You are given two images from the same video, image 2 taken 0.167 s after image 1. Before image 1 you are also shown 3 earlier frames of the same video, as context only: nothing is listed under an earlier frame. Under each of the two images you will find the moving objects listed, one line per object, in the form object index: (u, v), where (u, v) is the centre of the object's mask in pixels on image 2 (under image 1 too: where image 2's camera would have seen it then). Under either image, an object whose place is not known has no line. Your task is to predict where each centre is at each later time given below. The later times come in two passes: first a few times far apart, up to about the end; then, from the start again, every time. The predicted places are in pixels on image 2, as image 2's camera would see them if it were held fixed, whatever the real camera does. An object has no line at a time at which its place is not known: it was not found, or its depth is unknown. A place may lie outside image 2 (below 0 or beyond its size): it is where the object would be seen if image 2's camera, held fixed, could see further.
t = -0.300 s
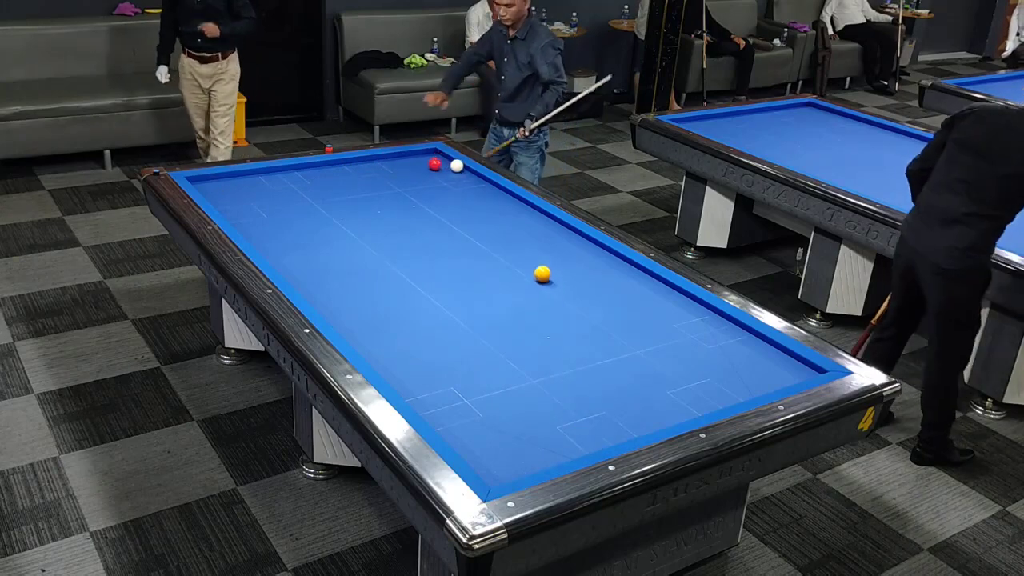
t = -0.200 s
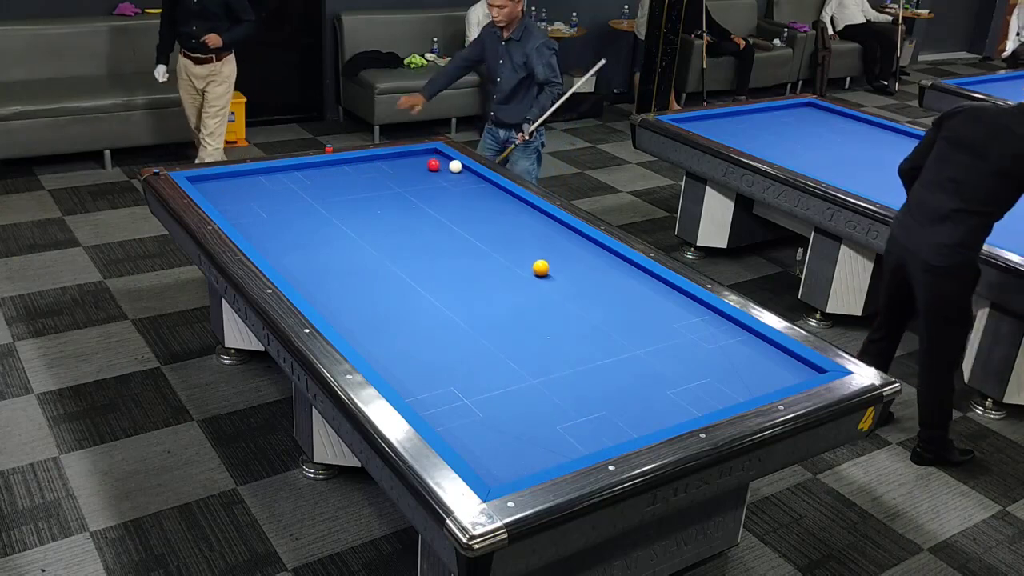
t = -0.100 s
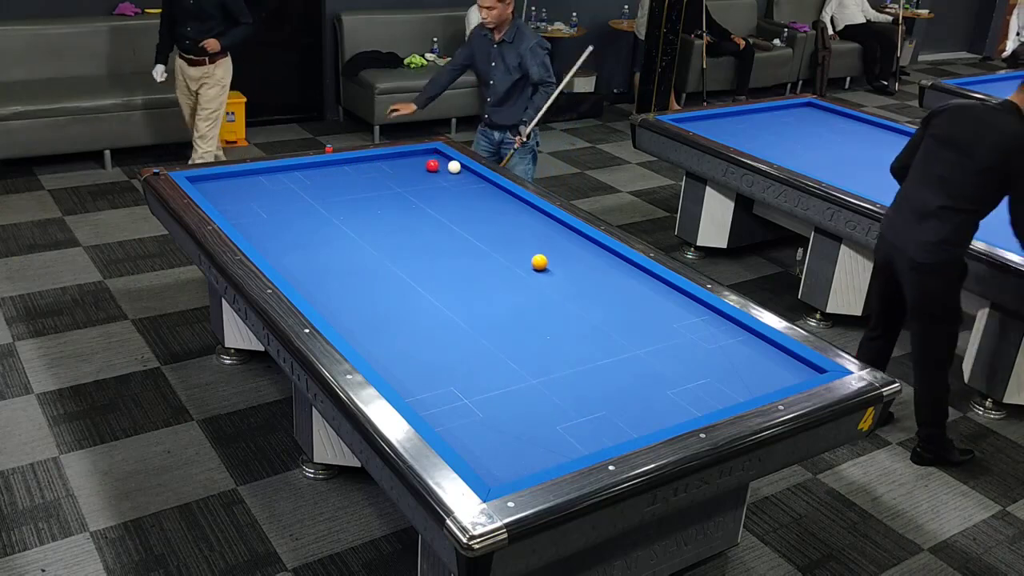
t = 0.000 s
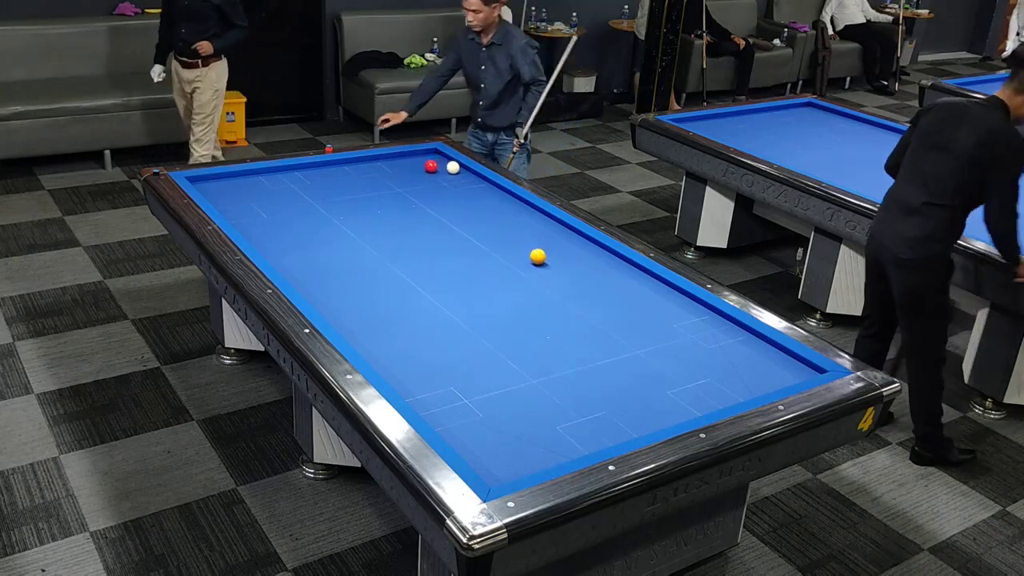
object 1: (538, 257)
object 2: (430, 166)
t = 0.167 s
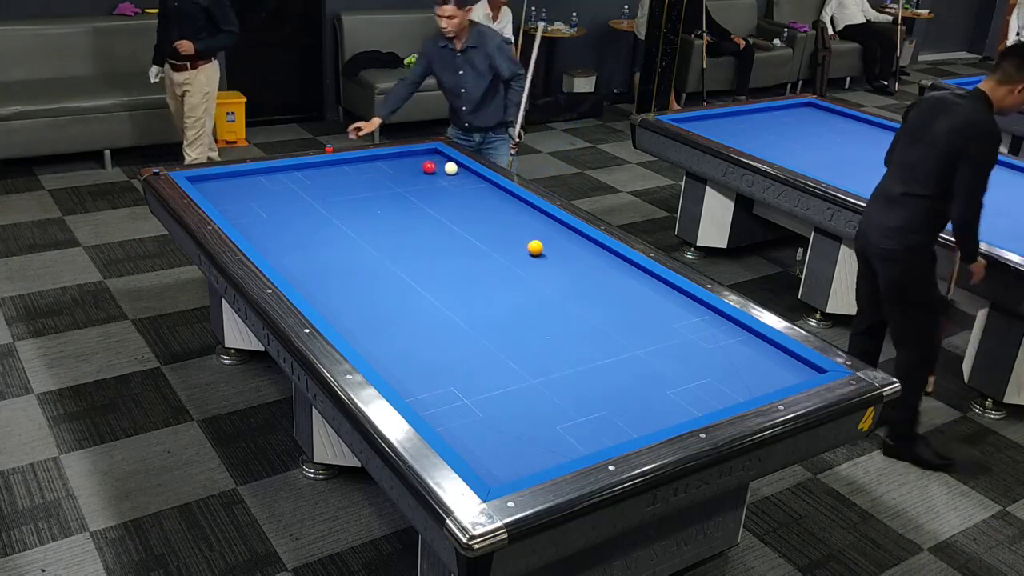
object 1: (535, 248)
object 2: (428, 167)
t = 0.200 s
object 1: (535, 246)
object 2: (428, 167)
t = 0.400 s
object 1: (532, 236)
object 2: (426, 168)
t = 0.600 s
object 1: (530, 227)
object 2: (424, 170)
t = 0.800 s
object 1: (527, 219)
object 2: (422, 171)
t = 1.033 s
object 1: (525, 209)
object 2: (420, 172)
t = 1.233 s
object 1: (521, 202)
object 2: (418, 173)
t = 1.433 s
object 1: (508, 198)
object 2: (417, 174)
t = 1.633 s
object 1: (496, 194)
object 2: (416, 174)
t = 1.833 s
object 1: (484, 190)
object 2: (414, 175)
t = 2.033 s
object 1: (472, 186)
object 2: (413, 176)
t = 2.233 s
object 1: (461, 183)
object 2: (412, 176)
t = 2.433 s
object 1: (449, 179)
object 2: (411, 176)
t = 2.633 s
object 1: (443, 177)
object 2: (410, 176)
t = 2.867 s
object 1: (440, 176)
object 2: (409, 176)
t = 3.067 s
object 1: (438, 176)
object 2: (409, 176)
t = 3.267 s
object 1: (436, 176)
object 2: (409, 177)
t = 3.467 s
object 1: (435, 176)
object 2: (409, 177)
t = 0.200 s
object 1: (535, 246)
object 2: (428, 167)
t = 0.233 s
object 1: (534, 245)
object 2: (428, 167)
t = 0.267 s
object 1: (534, 243)
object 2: (427, 167)
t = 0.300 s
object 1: (533, 241)
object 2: (427, 168)
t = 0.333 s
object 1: (533, 240)
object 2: (427, 168)
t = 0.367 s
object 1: (533, 238)
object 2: (426, 168)
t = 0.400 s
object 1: (532, 236)
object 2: (426, 168)
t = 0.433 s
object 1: (532, 235)
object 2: (426, 169)
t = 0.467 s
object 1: (531, 233)
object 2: (425, 169)
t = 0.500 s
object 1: (531, 232)
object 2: (425, 169)
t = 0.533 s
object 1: (530, 230)
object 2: (424, 169)
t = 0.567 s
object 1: (530, 229)
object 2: (424, 170)
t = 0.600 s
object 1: (530, 227)
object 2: (424, 170)
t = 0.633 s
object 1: (529, 226)
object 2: (424, 170)
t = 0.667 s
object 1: (529, 224)
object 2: (423, 170)
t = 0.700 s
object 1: (528, 223)
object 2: (423, 170)
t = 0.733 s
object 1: (528, 221)
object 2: (423, 170)
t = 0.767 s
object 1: (528, 220)
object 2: (422, 171)
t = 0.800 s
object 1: (527, 219)
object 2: (422, 171)
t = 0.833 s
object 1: (527, 217)
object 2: (421, 171)
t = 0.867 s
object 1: (527, 216)
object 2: (421, 171)
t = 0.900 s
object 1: (526, 214)
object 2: (421, 171)
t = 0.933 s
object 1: (526, 213)
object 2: (421, 171)
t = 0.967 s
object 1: (525, 212)
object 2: (420, 172)
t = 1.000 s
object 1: (525, 211)
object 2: (420, 172)
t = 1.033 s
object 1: (525, 209)
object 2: (420, 172)
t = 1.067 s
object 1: (524, 208)
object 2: (420, 172)
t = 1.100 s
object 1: (524, 206)
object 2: (419, 172)
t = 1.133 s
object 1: (524, 205)
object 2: (419, 173)
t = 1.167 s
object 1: (523, 204)
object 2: (419, 173)
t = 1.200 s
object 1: (523, 203)
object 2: (419, 173)
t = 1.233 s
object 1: (521, 202)
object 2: (418, 173)
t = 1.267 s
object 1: (519, 201)
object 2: (418, 173)
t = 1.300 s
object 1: (517, 200)
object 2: (418, 173)
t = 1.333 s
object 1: (515, 200)
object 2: (417, 174)
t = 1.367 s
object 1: (512, 199)
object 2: (417, 174)
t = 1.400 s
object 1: (510, 198)
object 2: (417, 174)
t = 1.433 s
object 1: (508, 198)
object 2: (417, 174)
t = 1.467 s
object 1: (506, 197)
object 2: (417, 174)
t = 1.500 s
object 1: (504, 196)
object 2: (416, 174)
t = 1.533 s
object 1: (502, 196)
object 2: (416, 175)
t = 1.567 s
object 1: (500, 195)
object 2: (416, 174)
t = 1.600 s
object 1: (498, 194)
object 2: (416, 175)
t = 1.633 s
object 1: (496, 194)
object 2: (416, 174)
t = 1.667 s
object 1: (494, 193)
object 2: (415, 174)
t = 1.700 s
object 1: (492, 192)
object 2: (415, 175)
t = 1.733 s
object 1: (490, 192)
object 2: (415, 175)
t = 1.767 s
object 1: (488, 191)
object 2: (415, 175)
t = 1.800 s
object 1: (486, 190)
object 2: (415, 175)
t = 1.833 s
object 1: (484, 190)
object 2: (414, 175)
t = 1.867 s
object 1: (482, 189)
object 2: (414, 175)
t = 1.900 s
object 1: (480, 188)
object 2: (414, 175)
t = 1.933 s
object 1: (478, 188)
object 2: (413, 175)
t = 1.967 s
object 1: (476, 187)
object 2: (413, 175)
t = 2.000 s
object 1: (474, 187)
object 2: (413, 176)
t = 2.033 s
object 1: (472, 186)
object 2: (413, 176)
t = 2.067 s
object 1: (470, 186)
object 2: (413, 176)
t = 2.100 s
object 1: (469, 185)
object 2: (413, 176)
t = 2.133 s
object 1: (467, 184)
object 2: (412, 176)
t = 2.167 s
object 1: (465, 184)
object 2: (412, 176)
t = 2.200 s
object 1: (463, 183)
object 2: (412, 176)
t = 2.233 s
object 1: (461, 183)
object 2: (412, 176)
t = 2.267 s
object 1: (460, 182)
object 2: (412, 176)
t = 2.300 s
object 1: (458, 181)
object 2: (412, 176)
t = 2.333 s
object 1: (456, 181)
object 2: (411, 176)
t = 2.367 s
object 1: (454, 180)
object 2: (411, 176)
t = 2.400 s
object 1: (453, 180)
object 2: (411, 176)
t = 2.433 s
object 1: (449, 179)
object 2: (411, 176)
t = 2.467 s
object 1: (448, 178)
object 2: (411, 177)
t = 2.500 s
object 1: (446, 178)
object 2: (410, 176)
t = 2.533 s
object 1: (445, 177)
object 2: (410, 176)
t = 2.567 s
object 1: (444, 177)
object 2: (410, 176)
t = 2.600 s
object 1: (444, 177)
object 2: (410, 176)
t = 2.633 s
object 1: (443, 177)
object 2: (410, 176)
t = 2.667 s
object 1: (443, 177)
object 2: (410, 176)
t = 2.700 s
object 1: (442, 177)
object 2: (410, 177)
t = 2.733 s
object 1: (442, 177)
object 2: (410, 176)
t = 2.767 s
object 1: (442, 177)
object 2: (409, 176)
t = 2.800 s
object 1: (441, 177)
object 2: (409, 176)
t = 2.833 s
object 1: (441, 176)
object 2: (409, 176)
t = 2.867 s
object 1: (440, 176)
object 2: (409, 176)
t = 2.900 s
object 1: (440, 176)
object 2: (409, 176)
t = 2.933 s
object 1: (440, 176)
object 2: (409, 176)
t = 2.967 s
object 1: (439, 176)
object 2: (409, 176)
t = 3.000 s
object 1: (439, 176)
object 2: (409, 176)
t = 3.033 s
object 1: (438, 176)
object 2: (409, 176)
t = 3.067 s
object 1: (438, 176)
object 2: (409, 176)
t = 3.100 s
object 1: (438, 176)
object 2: (409, 177)
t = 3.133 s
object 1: (437, 176)
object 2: (409, 177)
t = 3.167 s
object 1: (437, 176)
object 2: (409, 177)
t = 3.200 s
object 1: (437, 176)
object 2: (409, 177)
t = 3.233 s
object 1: (436, 176)
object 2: (409, 177)
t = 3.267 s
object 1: (436, 176)
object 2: (409, 177)
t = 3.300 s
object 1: (436, 176)
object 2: (409, 177)
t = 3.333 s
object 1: (436, 176)
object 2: (409, 177)
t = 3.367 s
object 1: (435, 176)
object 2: (409, 177)
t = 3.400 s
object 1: (435, 176)
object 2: (409, 177)
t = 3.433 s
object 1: (435, 176)
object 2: (409, 177)
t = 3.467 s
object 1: (435, 176)
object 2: (409, 177)
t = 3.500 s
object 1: (435, 176)
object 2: (409, 177)
